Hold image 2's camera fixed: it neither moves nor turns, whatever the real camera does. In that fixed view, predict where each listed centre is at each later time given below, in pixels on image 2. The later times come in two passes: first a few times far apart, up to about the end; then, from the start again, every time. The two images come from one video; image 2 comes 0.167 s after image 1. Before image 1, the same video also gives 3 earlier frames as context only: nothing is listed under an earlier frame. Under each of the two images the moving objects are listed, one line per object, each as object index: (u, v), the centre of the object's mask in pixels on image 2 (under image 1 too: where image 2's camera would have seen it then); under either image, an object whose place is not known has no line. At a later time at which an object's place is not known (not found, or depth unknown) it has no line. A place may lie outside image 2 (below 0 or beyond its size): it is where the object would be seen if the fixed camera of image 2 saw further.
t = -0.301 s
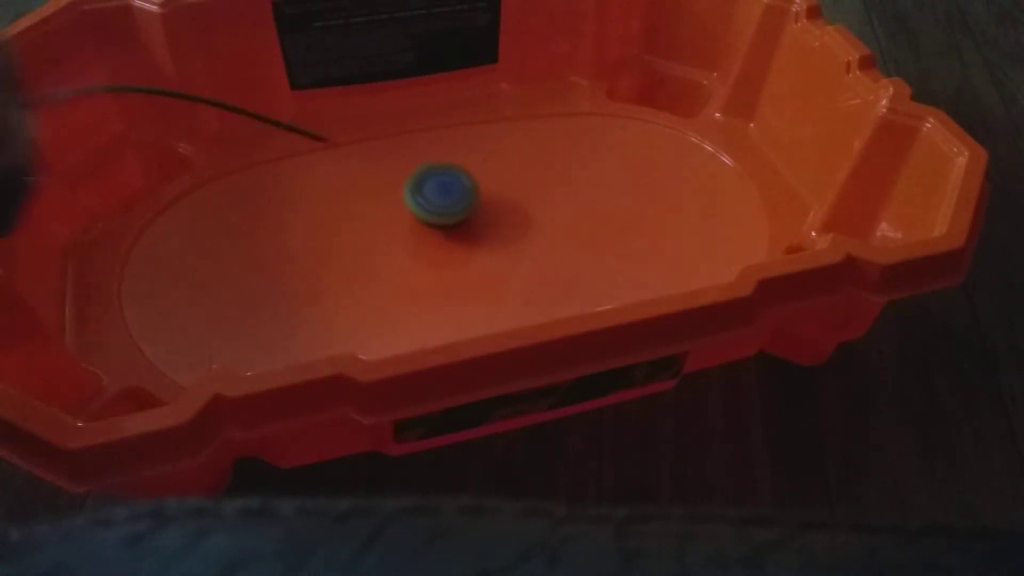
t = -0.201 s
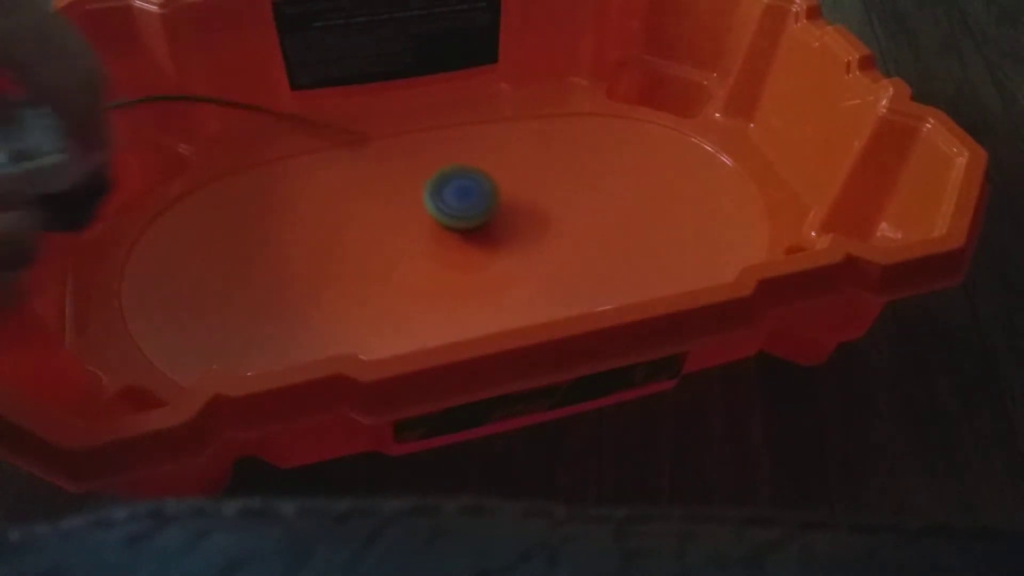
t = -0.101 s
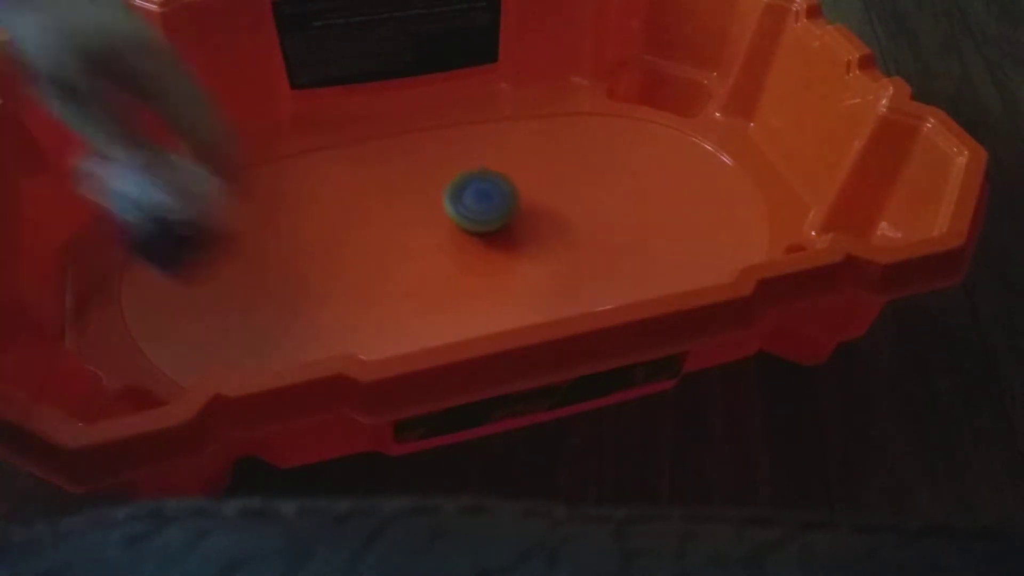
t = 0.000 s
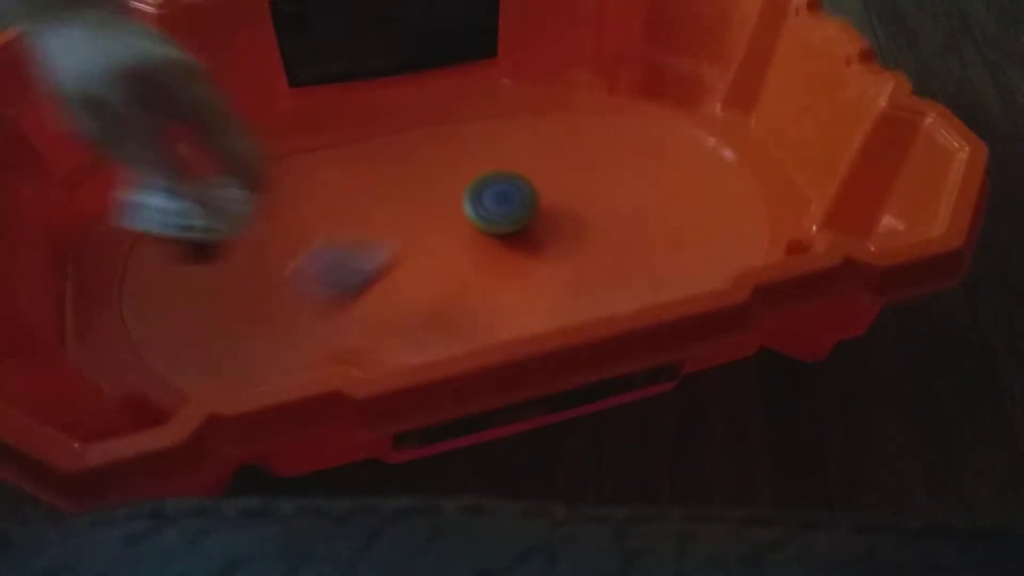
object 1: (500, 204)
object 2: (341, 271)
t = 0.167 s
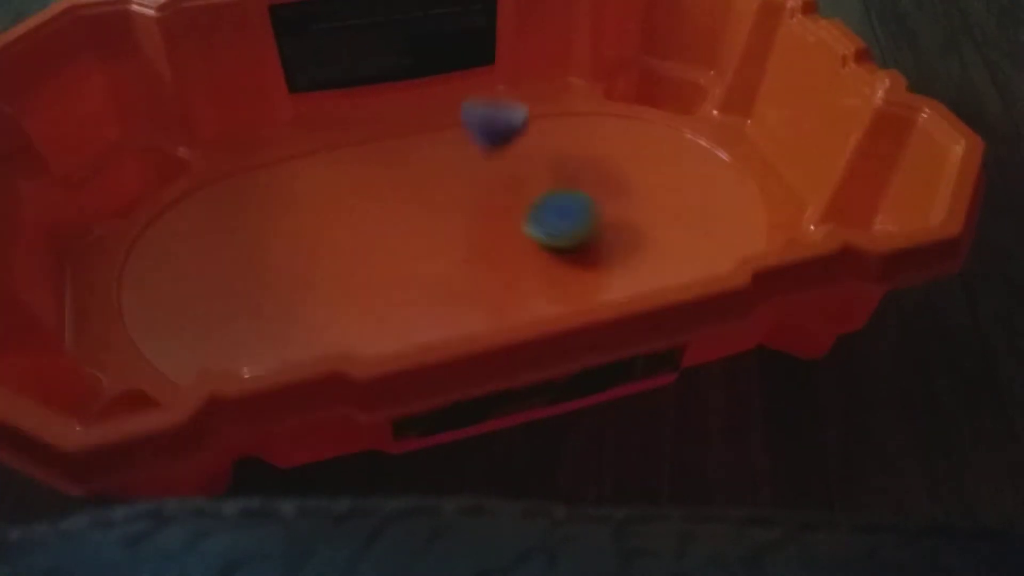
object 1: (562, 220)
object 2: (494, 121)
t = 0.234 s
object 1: (587, 226)
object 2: (511, 101)
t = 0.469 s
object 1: (583, 234)
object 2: (523, 157)
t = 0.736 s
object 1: (563, 267)
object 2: (386, 240)
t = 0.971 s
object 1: (546, 276)
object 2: (198, 237)
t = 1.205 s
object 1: (514, 275)
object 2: (145, 251)
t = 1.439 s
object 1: (465, 268)
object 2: (258, 252)
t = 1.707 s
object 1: (440, 277)
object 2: (355, 185)
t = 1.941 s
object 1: (441, 269)
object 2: (355, 126)
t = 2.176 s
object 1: (429, 248)
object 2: (399, 185)
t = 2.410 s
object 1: (423, 279)
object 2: (468, 131)
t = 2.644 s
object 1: (441, 262)
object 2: (518, 122)
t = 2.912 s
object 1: (474, 243)
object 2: (596, 149)
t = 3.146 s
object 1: (506, 229)
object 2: (673, 145)
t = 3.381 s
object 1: (522, 226)
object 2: (707, 155)
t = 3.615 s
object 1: (507, 226)
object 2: (707, 192)
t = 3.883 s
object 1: (503, 221)
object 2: (722, 237)
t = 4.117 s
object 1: (506, 219)
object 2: (677, 264)
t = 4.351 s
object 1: (514, 223)
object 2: (598, 281)
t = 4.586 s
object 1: (517, 225)
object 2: (493, 282)
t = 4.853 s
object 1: (518, 226)
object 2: (363, 257)
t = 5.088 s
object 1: (517, 225)
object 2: (267, 245)
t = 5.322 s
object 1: (516, 225)
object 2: (237, 235)
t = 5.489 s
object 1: (515, 224)
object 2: (258, 223)
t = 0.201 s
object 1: (577, 223)
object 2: (503, 111)
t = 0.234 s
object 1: (587, 226)
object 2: (511, 101)
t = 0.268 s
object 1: (593, 228)
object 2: (516, 76)
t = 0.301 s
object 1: (595, 229)
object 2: (517, 69)
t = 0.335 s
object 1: (596, 232)
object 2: (519, 77)
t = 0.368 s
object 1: (595, 232)
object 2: (522, 99)
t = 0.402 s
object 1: (592, 233)
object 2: (524, 116)
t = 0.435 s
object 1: (588, 234)
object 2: (525, 136)
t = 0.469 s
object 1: (583, 234)
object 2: (523, 157)
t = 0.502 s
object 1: (577, 234)
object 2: (519, 181)
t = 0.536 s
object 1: (572, 235)
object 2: (511, 203)
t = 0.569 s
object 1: (571, 243)
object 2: (497, 217)
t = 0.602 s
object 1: (570, 250)
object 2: (478, 223)
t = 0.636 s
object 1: (569, 257)
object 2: (457, 229)
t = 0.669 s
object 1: (567, 262)
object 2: (434, 232)
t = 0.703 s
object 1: (565, 265)
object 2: (410, 238)
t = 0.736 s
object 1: (563, 267)
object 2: (386, 240)
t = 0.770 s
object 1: (561, 270)
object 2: (359, 244)
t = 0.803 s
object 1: (560, 272)
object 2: (331, 242)
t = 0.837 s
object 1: (557, 274)
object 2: (305, 244)
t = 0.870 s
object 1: (555, 275)
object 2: (276, 241)
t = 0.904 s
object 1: (552, 276)
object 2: (250, 239)
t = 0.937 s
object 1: (549, 276)
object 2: (224, 239)
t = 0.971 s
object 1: (546, 276)
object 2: (198, 237)
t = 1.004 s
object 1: (543, 275)
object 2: (174, 237)
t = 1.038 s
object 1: (541, 275)
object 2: (149, 236)
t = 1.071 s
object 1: (537, 275)
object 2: (132, 234)
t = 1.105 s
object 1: (532, 274)
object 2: (128, 234)
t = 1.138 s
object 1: (527, 274)
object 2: (129, 238)
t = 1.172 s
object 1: (521, 274)
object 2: (135, 245)
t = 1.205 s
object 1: (514, 275)
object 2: (145, 251)
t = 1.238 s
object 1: (507, 274)
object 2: (158, 257)
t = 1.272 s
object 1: (500, 274)
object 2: (173, 259)
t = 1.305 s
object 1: (492, 274)
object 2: (189, 260)
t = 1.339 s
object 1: (485, 273)
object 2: (206, 260)
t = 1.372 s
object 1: (479, 271)
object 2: (223, 258)
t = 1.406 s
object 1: (471, 270)
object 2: (240, 256)
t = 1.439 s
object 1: (465, 268)
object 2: (258, 252)
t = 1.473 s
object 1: (458, 267)
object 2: (277, 250)
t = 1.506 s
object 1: (450, 265)
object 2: (296, 245)
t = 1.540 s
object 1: (443, 264)
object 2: (315, 242)
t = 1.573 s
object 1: (435, 263)
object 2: (334, 238)
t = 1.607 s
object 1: (428, 262)
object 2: (351, 234)
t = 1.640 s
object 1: (431, 267)
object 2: (356, 219)
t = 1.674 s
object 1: (436, 273)
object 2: (355, 202)
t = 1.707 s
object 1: (440, 277)
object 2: (355, 185)
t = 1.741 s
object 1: (444, 278)
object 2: (353, 168)
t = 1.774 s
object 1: (446, 279)
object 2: (352, 155)
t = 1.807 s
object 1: (446, 279)
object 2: (352, 144)
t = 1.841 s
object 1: (445, 278)
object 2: (350, 132)
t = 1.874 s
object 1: (444, 276)
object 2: (349, 123)
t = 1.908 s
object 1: (442, 272)
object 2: (350, 120)
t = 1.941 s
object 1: (441, 269)
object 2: (355, 126)
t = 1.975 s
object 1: (440, 266)
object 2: (360, 132)
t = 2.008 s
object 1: (438, 264)
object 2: (365, 139)
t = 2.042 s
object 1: (436, 262)
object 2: (370, 147)
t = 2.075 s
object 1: (434, 257)
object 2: (376, 156)
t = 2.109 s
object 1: (432, 254)
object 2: (384, 167)
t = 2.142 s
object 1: (430, 251)
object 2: (391, 176)
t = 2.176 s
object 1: (429, 248)
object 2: (399, 185)
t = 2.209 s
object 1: (427, 247)
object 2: (408, 189)
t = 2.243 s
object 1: (426, 257)
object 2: (418, 183)
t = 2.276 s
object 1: (425, 267)
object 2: (428, 173)
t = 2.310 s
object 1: (424, 274)
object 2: (439, 162)
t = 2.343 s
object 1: (423, 278)
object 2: (449, 152)
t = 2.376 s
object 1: (423, 279)
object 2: (459, 141)
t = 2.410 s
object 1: (423, 279)
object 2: (468, 131)
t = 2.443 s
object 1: (425, 278)
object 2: (476, 122)
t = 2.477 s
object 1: (427, 276)
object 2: (484, 114)
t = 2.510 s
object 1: (429, 274)
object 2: (490, 106)
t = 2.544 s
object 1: (432, 271)
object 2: (496, 105)
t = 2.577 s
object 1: (435, 268)
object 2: (503, 111)
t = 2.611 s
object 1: (438, 265)
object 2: (511, 117)
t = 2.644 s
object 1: (441, 262)
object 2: (518, 122)
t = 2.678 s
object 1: (444, 259)
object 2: (526, 127)
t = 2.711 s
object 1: (448, 257)
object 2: (535, 131)
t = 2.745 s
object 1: (452, 254)
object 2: (544, 135)
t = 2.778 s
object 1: (456, 252)
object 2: (554, 139)
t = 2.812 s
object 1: (461, 249)
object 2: (564, 142)
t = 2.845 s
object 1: (465, 247)
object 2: (575, 144)
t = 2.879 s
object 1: (470, 245)
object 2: (586, 147)
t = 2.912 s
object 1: (474, 243)
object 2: (596, 149)
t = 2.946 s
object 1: (479, 241)
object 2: (607, 150)
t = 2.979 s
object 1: (483, 239)
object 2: (618, 150)
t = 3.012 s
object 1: (488, 237)
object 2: (629, 150)
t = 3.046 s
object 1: (492, 235)
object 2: (639, 149)
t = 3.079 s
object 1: (497, 233)
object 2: (650, 149)
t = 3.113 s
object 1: (502, 231)
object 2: (661, 147)
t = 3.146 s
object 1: (506, 229)
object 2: (673, 145)
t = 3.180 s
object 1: (510, 228)
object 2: (686, 142)
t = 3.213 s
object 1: (515, 226)
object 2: (699, 141)
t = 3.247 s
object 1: (518, 224)
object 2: (711, 138)
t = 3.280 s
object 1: (521, 223)
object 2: (719, 137)
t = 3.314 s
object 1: (522, 224)
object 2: (716, 143)
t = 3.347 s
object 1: (522, 224)
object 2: (711, 149)
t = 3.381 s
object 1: (522, 226)
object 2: (707, 155)
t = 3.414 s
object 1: (521, 227)
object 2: (703, 160)
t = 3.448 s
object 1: (519, 229)
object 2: (701, 165)
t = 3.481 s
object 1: (516, 230)
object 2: (700, 171)
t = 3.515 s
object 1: (514, 230)
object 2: (699, 176)
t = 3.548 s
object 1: (511, 229)
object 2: (701, 181)
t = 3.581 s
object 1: (509, 228)
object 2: (704, 187)
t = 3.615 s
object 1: (507, 226)
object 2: (707, 192)
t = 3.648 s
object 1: (506, 224)
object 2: (711, 198)
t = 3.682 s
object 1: (504, 222)
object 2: (716, 204)
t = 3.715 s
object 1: (504, 220)
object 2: (719, 210)
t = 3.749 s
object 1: (504, 217)
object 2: (722, 215)
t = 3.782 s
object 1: (504, 217)
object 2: (724, 220)
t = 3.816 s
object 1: (503, 217)
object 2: (725, 226)
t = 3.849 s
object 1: (503, 219)
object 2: (724, 232)
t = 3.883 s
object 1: (503, 221)
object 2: (722, 237)
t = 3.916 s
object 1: (503, 222)
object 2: (719, 241)
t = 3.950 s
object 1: (503, 222)
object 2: (714, 246)
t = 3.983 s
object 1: (503, 221)
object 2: (709, 249)
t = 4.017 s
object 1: (503, 220)
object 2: (703, 253)
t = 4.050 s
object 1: (505, 219)
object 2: (695, 257)
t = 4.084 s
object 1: (506, 219)
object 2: (687, 260)
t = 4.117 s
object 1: (506, 219)
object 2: (677, 264)
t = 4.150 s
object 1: (507, 221)
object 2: (668, 267)
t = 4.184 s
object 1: (509, 222)
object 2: (658, 270)
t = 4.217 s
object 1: (509, 223)
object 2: (647, 273)
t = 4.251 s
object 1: (511, 223)
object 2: (635, 275)
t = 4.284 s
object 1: (512, 223)
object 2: (624, 278)
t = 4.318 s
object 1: (513, 223)
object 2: (612, 280)
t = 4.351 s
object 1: (514, 223)
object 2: (598, 281)
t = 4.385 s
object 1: (514, 224)
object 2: (584, 283)
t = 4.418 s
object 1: (515, 224)
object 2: (570, 284)
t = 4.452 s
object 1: (515, 225)
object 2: (555, 285)
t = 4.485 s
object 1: (515, 225)
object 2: (540, 285)
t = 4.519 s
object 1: (516, 225)
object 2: (525, 285)
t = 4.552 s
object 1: (516, 225)
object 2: (510, 285)
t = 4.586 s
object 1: (517, 225)
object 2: (493, 282)
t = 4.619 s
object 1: (517, 225)
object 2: (476, 279)
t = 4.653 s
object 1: (517, 225)
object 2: (460, 276)
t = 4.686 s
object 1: (517, 226)
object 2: (444, 274)
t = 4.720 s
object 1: (517, 226)
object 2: (429, 271)
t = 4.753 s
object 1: (518, 226)
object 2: (414, 268)
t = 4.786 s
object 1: (518, 226)
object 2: (397, 264)
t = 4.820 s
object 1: (518, 226)
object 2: (380, 260)
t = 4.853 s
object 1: (518, 226)
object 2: (363, 257)
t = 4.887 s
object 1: (517, 226)
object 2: (347, 254)
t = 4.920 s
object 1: (517, 226)
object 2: (332, 252)
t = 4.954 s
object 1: (517, 226)
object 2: (318, 251)
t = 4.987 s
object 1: (517, 226)
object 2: (305, 249)
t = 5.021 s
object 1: (517, 226)
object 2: (292, 248)
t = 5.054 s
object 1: (517, 225)
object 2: (279, 246)
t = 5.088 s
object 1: (517, 225)
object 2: (267, 245)
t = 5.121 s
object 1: (517, 226)
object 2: (258, 244)
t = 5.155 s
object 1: (517, 226)
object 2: (251, 243)
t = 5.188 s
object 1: (517, 226)
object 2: (246, 242)
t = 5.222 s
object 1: (517, 226)
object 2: (243, 241)
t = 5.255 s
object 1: (517, 226)
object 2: (240, 239)
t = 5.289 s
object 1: (517, 225)
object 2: (238, 238)
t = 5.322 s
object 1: (516, 225)
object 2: (237, 235)
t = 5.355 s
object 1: (516, 225)
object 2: (237, 234)
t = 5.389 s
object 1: (516, 225)
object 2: (240, 232)
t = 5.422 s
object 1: (515, 224)
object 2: (244, 229)
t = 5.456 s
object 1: (515, 224)
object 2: (251, 226)
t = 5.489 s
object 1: (515, 224)
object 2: (258, 223)
